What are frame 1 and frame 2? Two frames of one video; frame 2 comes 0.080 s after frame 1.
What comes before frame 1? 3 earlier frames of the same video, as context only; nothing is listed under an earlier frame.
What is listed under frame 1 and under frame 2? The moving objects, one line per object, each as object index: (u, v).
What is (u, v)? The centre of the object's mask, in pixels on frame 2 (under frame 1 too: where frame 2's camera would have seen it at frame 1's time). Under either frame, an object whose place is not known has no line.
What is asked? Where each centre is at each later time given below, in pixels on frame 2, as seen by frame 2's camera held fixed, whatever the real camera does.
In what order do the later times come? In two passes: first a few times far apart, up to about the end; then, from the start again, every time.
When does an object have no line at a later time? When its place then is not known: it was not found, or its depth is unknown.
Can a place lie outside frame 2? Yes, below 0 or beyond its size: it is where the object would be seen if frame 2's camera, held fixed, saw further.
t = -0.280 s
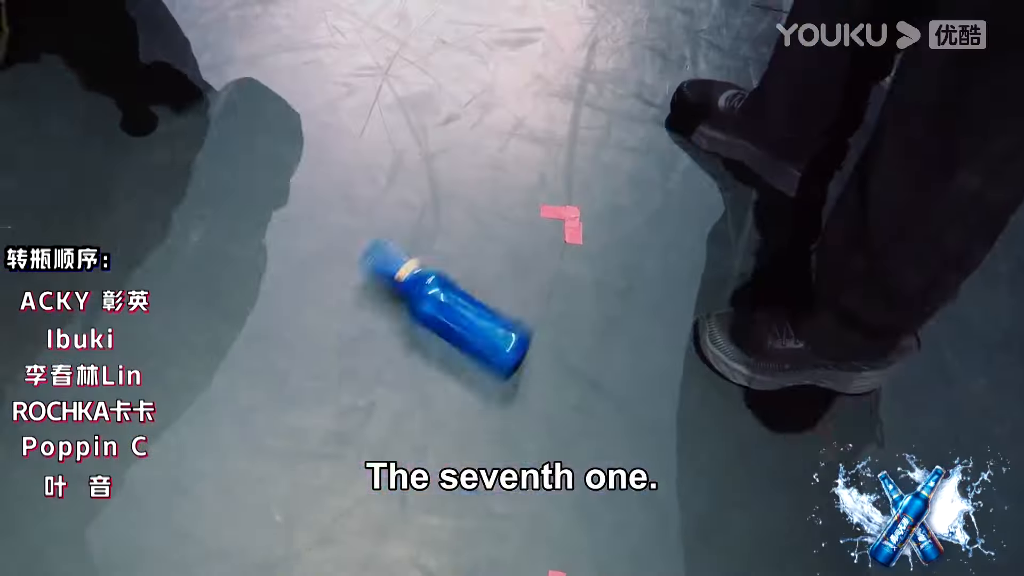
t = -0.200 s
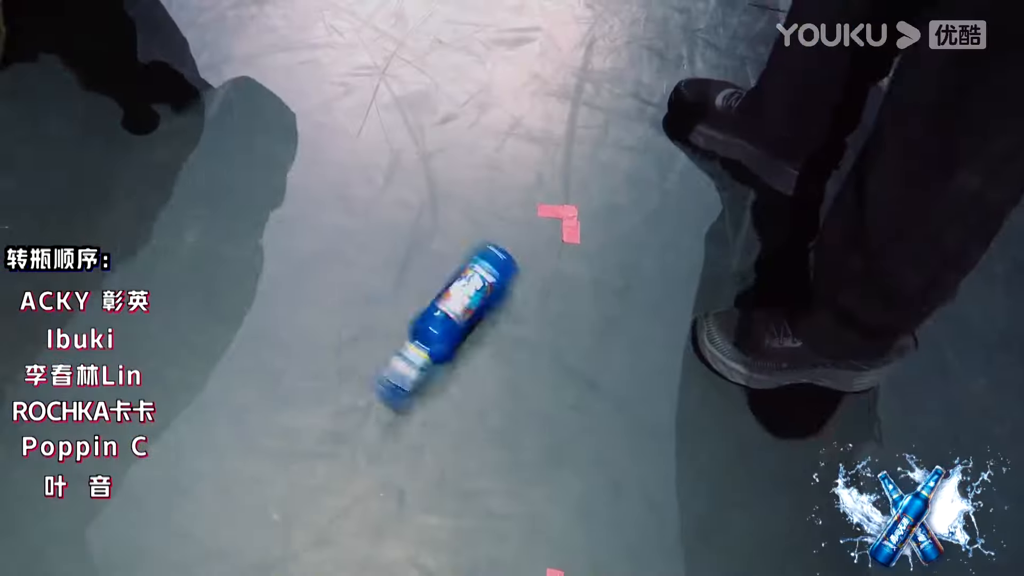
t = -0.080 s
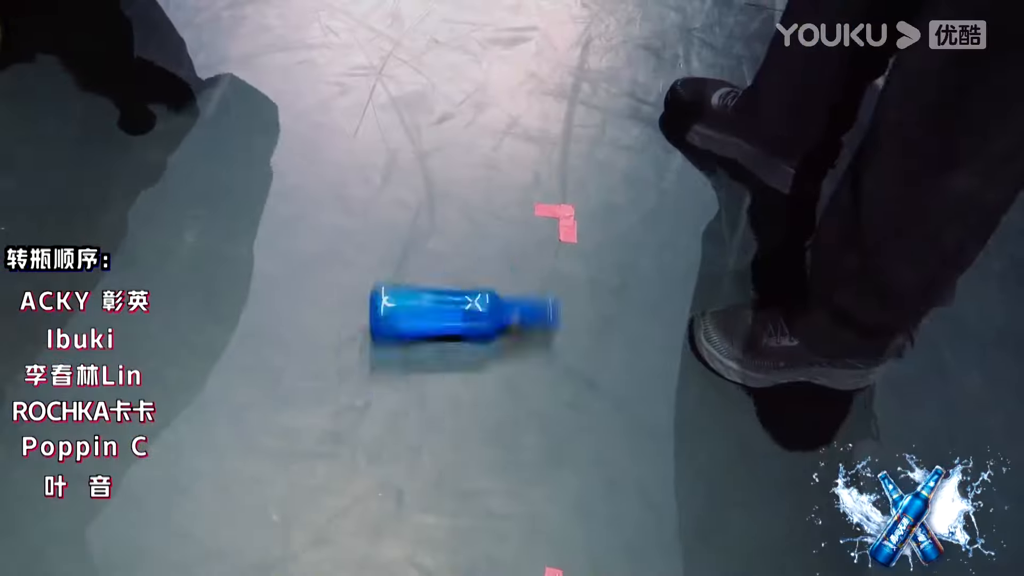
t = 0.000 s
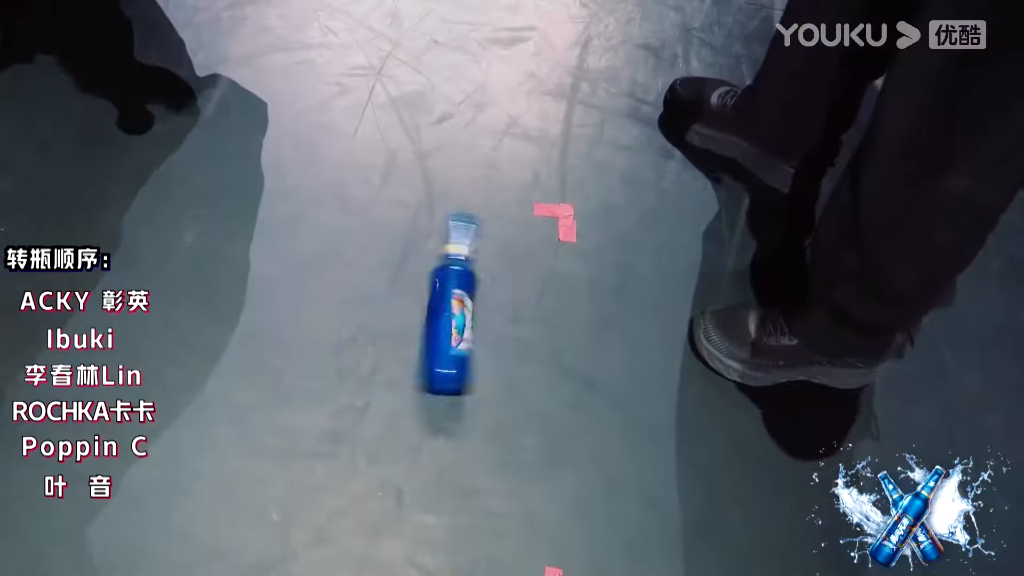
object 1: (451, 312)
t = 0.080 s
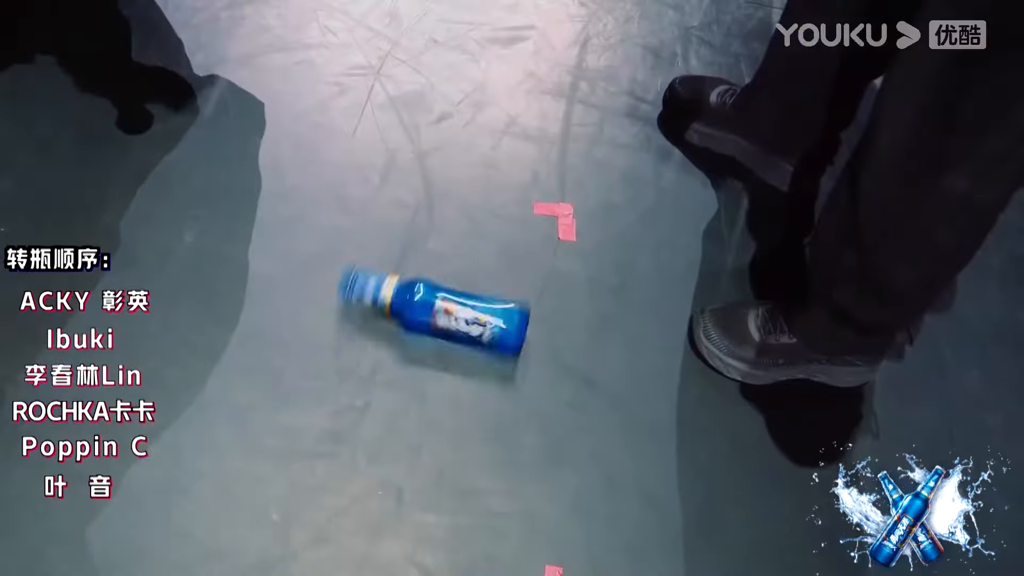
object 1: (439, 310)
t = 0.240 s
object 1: (455, 317)
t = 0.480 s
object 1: (439, 311)
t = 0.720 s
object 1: (455, 314)
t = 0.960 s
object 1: (443, 309)
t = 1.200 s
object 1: (444, 331)
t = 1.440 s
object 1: (474, 329)
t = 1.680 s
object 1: (501, 310)
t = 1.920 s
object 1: (524, 293)
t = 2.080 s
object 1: (538, 283)
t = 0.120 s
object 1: (441, 317)
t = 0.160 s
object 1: (446, 322)
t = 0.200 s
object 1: (452, 321)
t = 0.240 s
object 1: (455, 317)
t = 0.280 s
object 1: (454, 314)
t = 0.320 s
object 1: (451, 313)
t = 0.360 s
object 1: (450, 313)
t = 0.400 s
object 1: (449, 311)
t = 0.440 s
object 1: (445, 309)
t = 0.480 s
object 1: (439, 311)
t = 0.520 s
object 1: (441, 317)
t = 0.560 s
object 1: (444, 321)
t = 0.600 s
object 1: (449, 324)
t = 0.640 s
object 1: (454, 321)
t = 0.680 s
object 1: (454, 316)
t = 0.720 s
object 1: (455, 314)
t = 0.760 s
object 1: (453, 313)
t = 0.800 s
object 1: (451, 311)
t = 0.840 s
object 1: (451, 311)
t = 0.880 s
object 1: (449, 309)
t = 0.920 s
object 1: (447, 309)
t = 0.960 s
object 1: (443, 309)
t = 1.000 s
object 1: (439, 311)
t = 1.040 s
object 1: (436, 314)
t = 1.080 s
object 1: (435, 319)
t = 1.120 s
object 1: (437, 324)
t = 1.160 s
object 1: (440, 328)
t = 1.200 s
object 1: (444, 331)
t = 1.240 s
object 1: (449, 333)
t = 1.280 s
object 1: (454, 333)
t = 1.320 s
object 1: (459, 332)
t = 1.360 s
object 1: (464, 332)
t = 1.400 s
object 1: (469, 331)
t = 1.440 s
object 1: (474, 329)
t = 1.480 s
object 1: (478, 326)
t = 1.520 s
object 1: (483, 323)
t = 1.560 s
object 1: (487, 320)
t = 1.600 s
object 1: (492, 317)
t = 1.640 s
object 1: (497, 313)
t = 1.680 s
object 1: (501, 310)
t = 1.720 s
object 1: (505, 307)
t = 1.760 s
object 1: (509, 305)
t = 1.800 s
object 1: (513, 302)
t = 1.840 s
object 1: (517, 299)
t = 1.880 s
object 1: (520, 296)
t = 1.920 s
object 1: (524, 293)
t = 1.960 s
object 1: (527, 291)
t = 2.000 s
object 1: (531, 288)
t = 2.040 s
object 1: (534, 285)
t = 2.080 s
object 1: (538, 283)
